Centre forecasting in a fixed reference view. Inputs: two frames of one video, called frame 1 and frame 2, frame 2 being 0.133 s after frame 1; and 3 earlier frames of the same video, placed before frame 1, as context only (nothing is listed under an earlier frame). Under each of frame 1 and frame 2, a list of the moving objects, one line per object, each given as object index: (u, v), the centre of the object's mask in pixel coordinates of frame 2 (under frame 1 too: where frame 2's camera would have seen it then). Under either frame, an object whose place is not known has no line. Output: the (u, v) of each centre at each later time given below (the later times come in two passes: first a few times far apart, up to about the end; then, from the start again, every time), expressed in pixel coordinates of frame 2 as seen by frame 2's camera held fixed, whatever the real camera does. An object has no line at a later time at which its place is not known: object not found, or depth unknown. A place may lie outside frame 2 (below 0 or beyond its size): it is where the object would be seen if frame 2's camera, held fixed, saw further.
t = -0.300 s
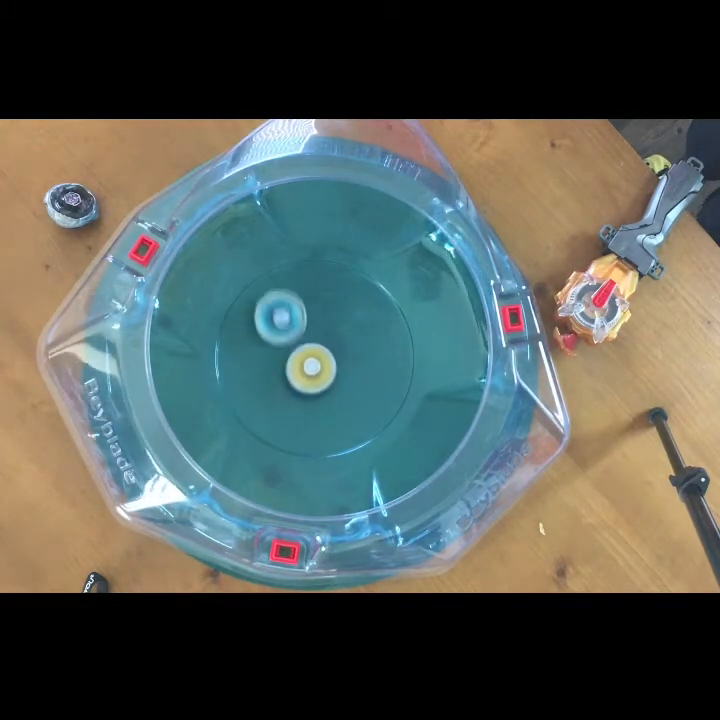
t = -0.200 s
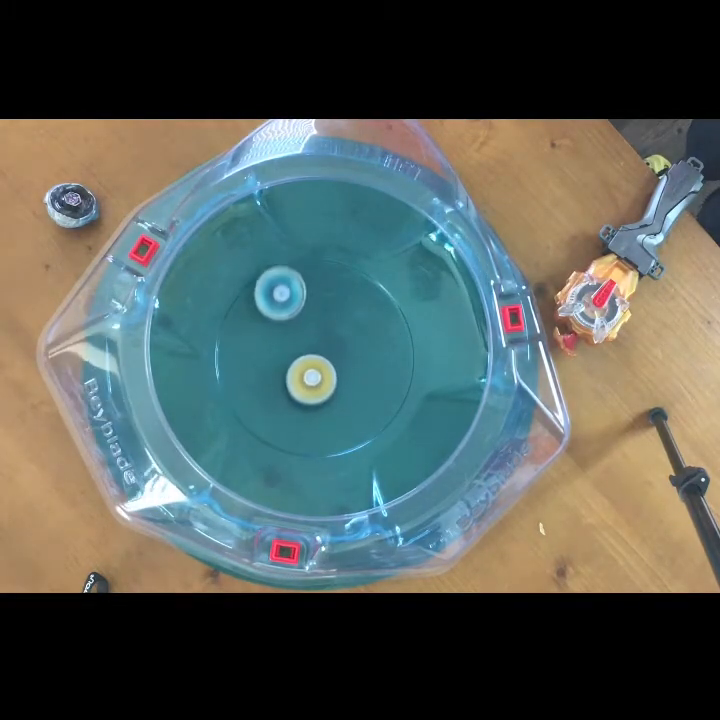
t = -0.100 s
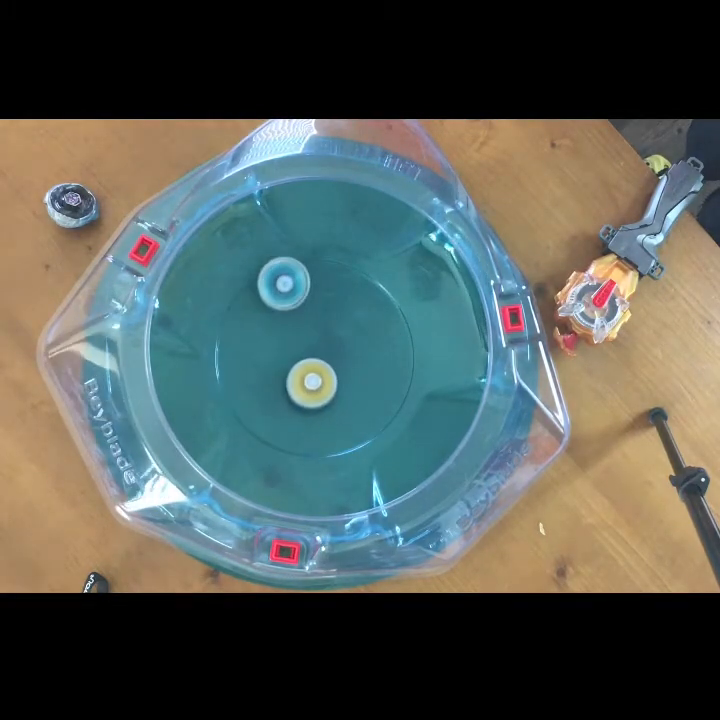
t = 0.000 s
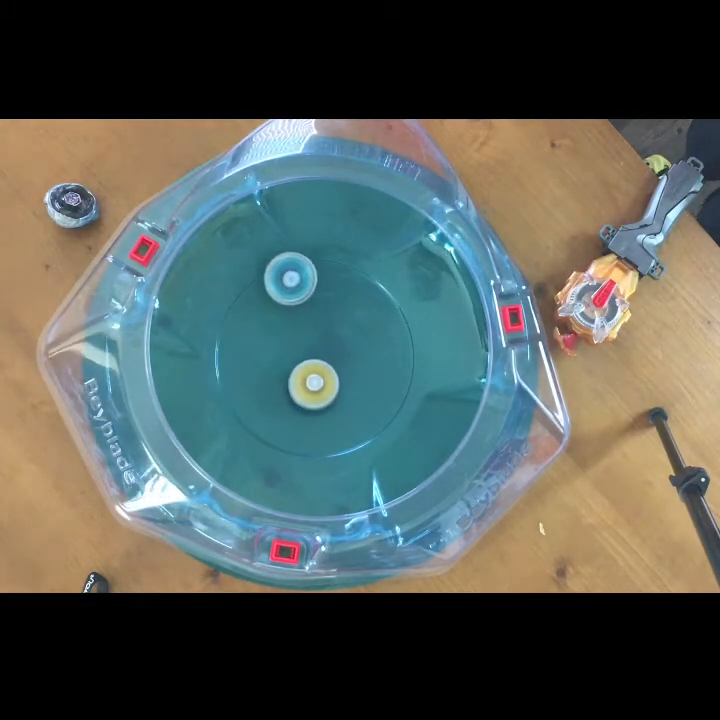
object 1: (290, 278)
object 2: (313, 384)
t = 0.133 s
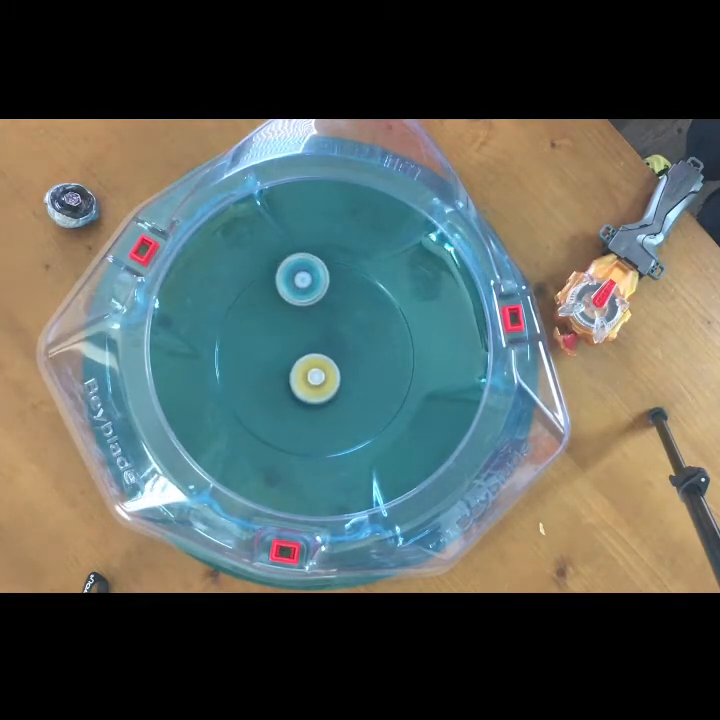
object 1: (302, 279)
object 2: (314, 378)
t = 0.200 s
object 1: (308, 283)
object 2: (313, 374)
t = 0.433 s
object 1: (334, 305)
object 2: (298, 362)
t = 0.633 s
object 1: (354, 329)
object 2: (292, 367)
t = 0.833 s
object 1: (366, 357)
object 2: (300, 365)
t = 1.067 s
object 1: (370, 388)
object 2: (303, 350)
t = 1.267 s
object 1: (360, 408)
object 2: (301, 346)
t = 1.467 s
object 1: (340, 417)
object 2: (303, 348)
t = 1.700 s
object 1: (310, 413)
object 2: (314, 347)
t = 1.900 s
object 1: (284, 401)
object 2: (319, 343)
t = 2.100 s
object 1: (265, 381)
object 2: (319, 345)
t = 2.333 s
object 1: (255, 353)
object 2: (327, 351)
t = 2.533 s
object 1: (259, 330)
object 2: (324, 352)
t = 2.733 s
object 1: (275, 313)
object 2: (326, 365)
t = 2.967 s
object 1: (302, 304)
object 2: (327, 359)
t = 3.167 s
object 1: (328, 307)
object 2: (315, 370)
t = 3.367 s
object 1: (350, 319)
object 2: (322, 377)
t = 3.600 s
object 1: (366, 342)
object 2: (316, 364)
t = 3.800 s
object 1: (367, 366)
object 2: (299, 370)
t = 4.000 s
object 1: (360, 390)
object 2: (309, 376)
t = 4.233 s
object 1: (346, 409)
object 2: (301, 354)
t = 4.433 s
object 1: (325, 413)
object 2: (288, 361)
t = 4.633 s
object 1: (309, 425)
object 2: (299, 354)
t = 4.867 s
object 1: (294, 406)
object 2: (296, 335)
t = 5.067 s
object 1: (278, 398)
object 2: (295, 332)
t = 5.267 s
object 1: (272, 389)
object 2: (303, 324)
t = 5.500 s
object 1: (275, 363)
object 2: (315, 331)
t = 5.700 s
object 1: (274, 352)
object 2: (337, 328)
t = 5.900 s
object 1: (287, 336)
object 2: (338, 328)
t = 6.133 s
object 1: (287, 332)
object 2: (347, 347)
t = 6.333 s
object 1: (304, 335)
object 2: (354, 368)
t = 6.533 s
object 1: (322, 336)
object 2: (358, 376)
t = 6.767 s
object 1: (323, 314)
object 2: (348, 391)
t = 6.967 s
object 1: (314, 313)
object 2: (331, 402)
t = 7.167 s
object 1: (308, 331)
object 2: (313, 404)
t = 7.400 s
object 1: (314, 350)
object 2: (289, 401)
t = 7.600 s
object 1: (326, 361)
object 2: (276, 394)
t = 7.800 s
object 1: (343, 362)
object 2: (268, 377)
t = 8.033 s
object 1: (342, 360)
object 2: (266, 352)
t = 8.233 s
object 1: (330, 360)
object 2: (271, 333)
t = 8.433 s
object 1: (315, 365)
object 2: (284, 321)
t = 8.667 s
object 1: (301, 371)
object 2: (308, 315)
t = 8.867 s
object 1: (296, 372)
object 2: (328, 316)
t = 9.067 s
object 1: (298, 368)
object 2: (341, 325)
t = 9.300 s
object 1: (291, 360)
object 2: (354, 346)
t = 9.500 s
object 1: (289, 358)
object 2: (360, 365)
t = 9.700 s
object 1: (296, 354)
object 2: (356, 379)
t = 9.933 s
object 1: (308, 346)
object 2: (338, 394)
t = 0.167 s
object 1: (305, 281)
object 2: (314, 376)
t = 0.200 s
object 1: (308, 283)
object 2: (313, 374)
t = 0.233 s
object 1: (312, 285)
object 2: (312, 371)
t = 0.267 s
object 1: (315, 288)
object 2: (310, 368)
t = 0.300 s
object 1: (319, 291)
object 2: (308, 366)
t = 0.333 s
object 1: (323, 294)
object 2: (306, 365)
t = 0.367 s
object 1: (326, 297)
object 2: (303, 363)
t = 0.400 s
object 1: (330, 301)
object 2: (301, 363)
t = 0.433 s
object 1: (334, 305)
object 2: (298, 362)
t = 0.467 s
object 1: (337, 308)
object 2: (296, 363)
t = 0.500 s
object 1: (341, 312)
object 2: (294, 363)
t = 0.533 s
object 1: (344, 317)
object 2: (293, 364)
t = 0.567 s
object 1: (348, 321)
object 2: (292, 365)
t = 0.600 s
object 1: (351, 325)
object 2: (291, 366)
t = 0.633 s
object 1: (354, 329)
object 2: (292, 367)
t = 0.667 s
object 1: (356, 334)
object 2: (292, 368)
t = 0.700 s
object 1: (359, 338)
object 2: (294, 368)
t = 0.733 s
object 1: (361, 343)
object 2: (295, 368)
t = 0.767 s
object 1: (363, 348)
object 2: (297, 368)
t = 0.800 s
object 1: (365, 353)
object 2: (299, 367)
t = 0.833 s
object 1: (366, 357)
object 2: (300, 365)
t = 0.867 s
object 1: (368, 362)
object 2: (301, 363)
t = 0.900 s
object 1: (369, 367)
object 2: (303, 361)
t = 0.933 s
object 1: (370, 371)
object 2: (303, 359)
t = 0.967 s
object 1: (370, 376)
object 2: (304, 357)
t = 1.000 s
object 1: (370, 380)
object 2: (304, 355)
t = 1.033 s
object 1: (370, 384)
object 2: (303, 352)
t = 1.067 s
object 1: (370, 388)
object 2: (303, 350)
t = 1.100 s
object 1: (369, 392)
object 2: (302, 349)
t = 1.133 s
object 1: (368, 396)
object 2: (302, 347)
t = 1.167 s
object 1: (367, 399)
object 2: (301, 346)
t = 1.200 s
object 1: (365, 403)
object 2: (301, 346)
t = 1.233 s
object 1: (363, 405)
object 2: (301, 346)
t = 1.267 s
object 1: (360, 408)
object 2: (301, 346)
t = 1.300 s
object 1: (358, 410)
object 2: (301, 346)
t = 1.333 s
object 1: (355, 412)
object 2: (301, 346)
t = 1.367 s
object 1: (351, 414)
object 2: (301, 346)
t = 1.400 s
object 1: (347, 415)
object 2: (301, 347)
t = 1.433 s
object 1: (344, 416)
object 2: (302, 347)
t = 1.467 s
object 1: (340, 417)
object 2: (303, 348)
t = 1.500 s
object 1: (336, 417)
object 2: (304, 348)
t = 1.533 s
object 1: (332, 417)
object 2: (306, 348)
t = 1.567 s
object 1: (328, 417)
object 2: (307, 349)
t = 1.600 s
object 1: (323, 416)
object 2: (309, 349)
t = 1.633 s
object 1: (319, 416)
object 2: (311, 348)
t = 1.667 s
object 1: (314, 415)
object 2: (312, 347)
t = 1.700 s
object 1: (310, 413)
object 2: (314, 347)
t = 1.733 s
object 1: (305, 412)
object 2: (315, 346)
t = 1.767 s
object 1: (301, 410)
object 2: (317, 345)
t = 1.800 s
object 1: (296, 409)
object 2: (318, 345)
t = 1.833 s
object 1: (292, 406)
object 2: (319, 344)
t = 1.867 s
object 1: (288, 404)
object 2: (319, 344)
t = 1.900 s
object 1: (284, 401)
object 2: (319, 343)
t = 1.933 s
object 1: (281, 399)
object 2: (319, 343)
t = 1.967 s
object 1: (277, 395)
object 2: (320, 343)
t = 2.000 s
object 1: (274, 392)
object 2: (320, 343)
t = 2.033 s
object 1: (271, 389)
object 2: (320, 344)
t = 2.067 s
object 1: (268, 385)
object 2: (319, 345)
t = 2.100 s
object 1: (265, 381)
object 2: (319, 345)
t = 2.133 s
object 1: (263, 377)
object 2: (320, 347)
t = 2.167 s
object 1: (261, 373)
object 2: (321, 348)
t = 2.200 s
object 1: (259, 369)
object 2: (322, 349)
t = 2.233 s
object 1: (258, 365)
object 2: (323, 350)
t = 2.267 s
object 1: (256, 361)
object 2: (324, 351)
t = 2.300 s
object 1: (255, 357)
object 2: (326, 351)
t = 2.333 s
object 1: (255, 353)
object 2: (327, 351)
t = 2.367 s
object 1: (255, 349)
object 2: (327, 351)
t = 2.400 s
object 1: (255, 345)
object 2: (327, 350)
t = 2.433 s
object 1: (255, 341)
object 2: (327, 350)
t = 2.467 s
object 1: (256, 337)
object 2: (326, 350)
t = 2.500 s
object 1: (257, 333)
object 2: (325, 351)
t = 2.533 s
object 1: (259, 330)
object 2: (324, 352)
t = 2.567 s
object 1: (261, 327)
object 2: (323, 354)
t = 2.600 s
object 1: (263, 324)
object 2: (323, 356)
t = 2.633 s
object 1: (266, 321)
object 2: (323, 359)
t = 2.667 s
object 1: (268, 318)
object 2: (324, 361)
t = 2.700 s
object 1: (271, 316)
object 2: (325, 363)
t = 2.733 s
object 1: (275, 313)
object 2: (326, 365)
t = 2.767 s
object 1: (278, 311)
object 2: (328, 365)
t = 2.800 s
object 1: (282, 310)
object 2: (330, 365)
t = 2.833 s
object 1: (286, 308)
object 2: (331, 364)
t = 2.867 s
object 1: (290, 307)
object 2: (331, 363)
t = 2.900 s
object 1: (294, 305)
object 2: (331, 361)
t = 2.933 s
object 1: (298, 304)
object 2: (330, 360)
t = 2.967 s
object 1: (302, 304)
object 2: (327, 359)
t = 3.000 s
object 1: (306, 303)
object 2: (325, 359)
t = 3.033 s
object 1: (311, 304)
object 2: (322, 360)
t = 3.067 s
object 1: (315, 304)
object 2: (320, 362)
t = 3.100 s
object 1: (319, 305)
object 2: (318, 364)
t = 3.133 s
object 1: (324, 305)
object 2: (316, 367)
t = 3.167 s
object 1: (328, 307)
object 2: (315, 370)
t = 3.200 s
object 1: (332, 308)
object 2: (315, 372)
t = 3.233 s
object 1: (336, 310)
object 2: (317, 374)
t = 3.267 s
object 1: (340, 312)
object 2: (318, 376)
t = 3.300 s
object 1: (343, 314)
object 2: (319, 377)
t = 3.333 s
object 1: (347, 316)
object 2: (321, 378)
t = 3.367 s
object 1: (350, 319)
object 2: (322, 377)
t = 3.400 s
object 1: (353, 321)
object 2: (323, 376)
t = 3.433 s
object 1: (356, 324)
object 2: (324, 375)
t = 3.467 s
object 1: (359, 328)
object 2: (324, 372)
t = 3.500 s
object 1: (361, 331)
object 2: (323, 370)
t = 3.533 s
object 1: (363, 334)
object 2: (322, 367)
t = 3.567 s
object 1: (365, 338)
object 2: (320, 365)
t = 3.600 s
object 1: (366, 342)
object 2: (316, 364)
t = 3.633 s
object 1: (367, 346)
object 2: (313, 363)
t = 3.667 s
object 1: (368, 350)
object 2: (309, 362)
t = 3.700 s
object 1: (368, 354)
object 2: (305, 363)
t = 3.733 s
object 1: (368, 358)
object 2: (302, 365)
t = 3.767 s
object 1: (368, 362)
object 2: (300, 368)
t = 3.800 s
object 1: (367, 366)
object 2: (299, 370)
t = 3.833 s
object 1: (367, 370)
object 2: (299, 373)
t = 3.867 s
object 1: (366, 374)
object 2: (300, 375)
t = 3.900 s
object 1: (365, 378)
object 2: (302, 377)
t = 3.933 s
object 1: (363, 382)
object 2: (304, 378)
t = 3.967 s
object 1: (362, 386)
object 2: (306, 377)
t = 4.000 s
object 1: (360, 390)
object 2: (309, 376)
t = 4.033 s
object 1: (359, 394)
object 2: (310, 373)
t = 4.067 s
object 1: (358, 398)
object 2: (311, 370)
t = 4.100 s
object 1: (356, 401)
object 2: (311, 366)
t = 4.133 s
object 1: (354, 403)
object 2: (310, 362)
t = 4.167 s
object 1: (351, 406)
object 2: (307, 359)
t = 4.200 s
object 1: (349, 408)
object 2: (304, 356)
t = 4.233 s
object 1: (346, 409)
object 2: (301, 354)
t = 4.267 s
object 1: (343, 411)
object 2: (298, 353)
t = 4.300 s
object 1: (339, 412)
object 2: (294, 353)
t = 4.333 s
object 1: (336, 413)
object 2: (291, 354)
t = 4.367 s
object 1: (332, 413)
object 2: (289, 355)
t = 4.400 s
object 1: (328, 413)
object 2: (288, 358)
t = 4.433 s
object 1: (325, 413)
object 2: (288, 361)
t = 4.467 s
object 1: (321, 412)
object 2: (290, 364)
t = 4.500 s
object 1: (317, 412)
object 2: (292, 366)
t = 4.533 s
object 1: (315, 419)
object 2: (294, 363)
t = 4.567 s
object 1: (314, 423)
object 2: (296, 361)
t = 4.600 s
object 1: (311, 425)
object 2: (298, 358)
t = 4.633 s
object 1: (309, 425)
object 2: (299, 354)
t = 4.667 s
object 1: (307, 423)
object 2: (300, 351)
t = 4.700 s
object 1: (305, 422)
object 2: (300, 347)
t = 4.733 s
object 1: (303, 419)
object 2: (300, 344)
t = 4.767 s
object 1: (301, 416)
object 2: (300, 341)
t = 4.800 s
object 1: (299, 413)
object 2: (299, 339)
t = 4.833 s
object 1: (297, 409)
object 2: (298, 337)
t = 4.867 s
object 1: (294, 406)
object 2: (296, 335)
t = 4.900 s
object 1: (292, 402)
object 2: (295, 335)
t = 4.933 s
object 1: (290, 398)
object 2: (293, 335)
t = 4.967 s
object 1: (288, 393)
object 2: (292, 336)
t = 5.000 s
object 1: (286, 389)
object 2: (292, 337)
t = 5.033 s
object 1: (282, 394)
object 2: (294, 334)
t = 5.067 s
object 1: (278, 398)
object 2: (295, 332)
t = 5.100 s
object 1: (275, 400)
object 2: (297, 330)
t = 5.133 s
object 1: (274, 399)
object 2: (298, 328)
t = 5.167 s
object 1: (273, 397)
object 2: (299, 326)
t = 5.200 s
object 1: (272, 395)
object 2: (300, 325)
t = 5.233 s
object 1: (272, 392)
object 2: (302, 324)
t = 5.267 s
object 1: (272, 389)
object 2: (303, 324)
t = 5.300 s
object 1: (272, 385)
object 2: (304, 324)
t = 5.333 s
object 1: (273, 382)
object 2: (305, 324)
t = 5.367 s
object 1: (273, 378)
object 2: (306, 325)
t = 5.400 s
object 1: (273, 375)
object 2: (308, 326)
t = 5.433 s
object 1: (274, 371)
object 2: (310, 328)
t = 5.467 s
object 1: (275, 367)
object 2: (312, 330)
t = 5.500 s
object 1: (275, 363)
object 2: (315, 331)
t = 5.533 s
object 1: (271, 362)
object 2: (320, 331)
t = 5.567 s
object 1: (270, 361)
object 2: (324, 332)
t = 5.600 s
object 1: (269, 359)
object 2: (328, 331)
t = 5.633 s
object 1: (270, 357)
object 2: (332, 330)
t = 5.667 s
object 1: (272, 354)
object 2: (335, 329)
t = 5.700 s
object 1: (274, 352)
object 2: (337, 328)
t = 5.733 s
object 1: (276, 349)
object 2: (338, 326)
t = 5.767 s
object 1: (279, 346)
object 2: (339, 326)
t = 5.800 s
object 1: (281, 344)
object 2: (339, 325)
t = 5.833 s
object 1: (284, 341)
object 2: (339, 325)
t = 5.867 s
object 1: (287, 338)
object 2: (338, 326)
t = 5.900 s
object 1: (287, 336)
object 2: (338, 328)
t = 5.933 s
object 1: (283, 335)
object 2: (340, 330)
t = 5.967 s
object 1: (281, 333)
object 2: (342, 332)
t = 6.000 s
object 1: (281, 332)
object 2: (343, 335)
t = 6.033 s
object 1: (282, 332)
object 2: (344, 338)
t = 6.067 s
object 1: (283, 332)
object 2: (345, 341)
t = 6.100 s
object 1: (285, 332)
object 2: (346, 344)
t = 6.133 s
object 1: (287, 332)
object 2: (347, 347)
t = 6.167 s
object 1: (289, 332)
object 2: (348, 351)
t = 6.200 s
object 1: (292, 333)
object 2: (349, 354)
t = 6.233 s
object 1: (294, 333)
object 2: (350, 358)
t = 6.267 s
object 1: (297, 333)
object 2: (352, 362)
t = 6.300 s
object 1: (300, 334)
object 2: (353, 365)
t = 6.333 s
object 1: (304, 335)
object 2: (354, 368)
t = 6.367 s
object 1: (307, 336)
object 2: (356, 370)
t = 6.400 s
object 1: (310, 336)
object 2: (357, 372)
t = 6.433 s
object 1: (314, 337)
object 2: (358, 373)
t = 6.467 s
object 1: (317, 338)
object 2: (358, 374)
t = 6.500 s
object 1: (321, 338)
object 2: (358, 375)
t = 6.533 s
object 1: (322, 336)
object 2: (358, 376)
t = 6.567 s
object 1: (323, 335)
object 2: (358, 378)
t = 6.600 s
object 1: (325, 335)
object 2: (357, 379)
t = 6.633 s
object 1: (328, 335)
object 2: (355, 380)
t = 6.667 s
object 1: (329, 335)
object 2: (354, 382)
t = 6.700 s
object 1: (329, 327)
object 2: (353, 386)
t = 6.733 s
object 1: (327, 320)
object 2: (350, 388)
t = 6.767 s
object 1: (323, 314)
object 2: (348, 391)
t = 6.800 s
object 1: (321, 311)
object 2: (345, 393)
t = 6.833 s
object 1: (320, 309)
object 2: (343, 396)
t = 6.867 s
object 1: (318, 309)
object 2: (340, 398)
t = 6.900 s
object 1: (317, 310)
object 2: (338, 400)
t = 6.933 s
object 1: (315, 311)
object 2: (335, 401)
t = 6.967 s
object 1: (314, 313)
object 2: (331, 402)
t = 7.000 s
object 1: (313, 315)
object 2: (328, 403)
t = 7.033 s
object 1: (312, 318)
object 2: (326, 404)
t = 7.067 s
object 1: (310, 321)
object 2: (322, 404)
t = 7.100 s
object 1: (309, 324)
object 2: (320, 405)
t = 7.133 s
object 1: (308, 328)
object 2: (317, 405)
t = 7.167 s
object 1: (308, 331)
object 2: (313, 404)
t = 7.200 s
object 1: (307, 335)
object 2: (310, 403)
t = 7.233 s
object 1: (308, 339)
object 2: (306, 402)
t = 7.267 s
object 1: (308, 342)
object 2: (302, 402)
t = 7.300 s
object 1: (309, 346)
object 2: (298, 401)
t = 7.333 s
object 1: (310, 349)
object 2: (295, 401)
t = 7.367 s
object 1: (312, 350)
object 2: (292, 401)
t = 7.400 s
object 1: (314, 350)
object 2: (289, 401)
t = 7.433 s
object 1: (315, 352)
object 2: (286, 401)
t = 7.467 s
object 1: (317, 354)
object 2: (284, 400)
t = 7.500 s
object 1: (318, 357)
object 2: (282, 399)
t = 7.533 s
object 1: (319, 359)
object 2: (280, 397)
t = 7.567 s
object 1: (320, 361)
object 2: (279, 396)
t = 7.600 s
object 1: (326, 361)
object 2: (276, 394)
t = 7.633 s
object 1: (331, 361)
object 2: (274, 392)
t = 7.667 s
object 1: (335, 362)
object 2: (273, 389)
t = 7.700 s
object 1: (337, 362)
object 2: (272, 386)
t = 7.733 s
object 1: (340, 362)
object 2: (270, 383)
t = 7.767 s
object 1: (342, 362)
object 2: (269, 380)
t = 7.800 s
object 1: (343, 362)
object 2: (268, 377)
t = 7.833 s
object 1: (344, 362)
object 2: (267, 373)
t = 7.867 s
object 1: (345, 362)
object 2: (267, 370)
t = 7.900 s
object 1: (345, 361)
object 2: (266, 367)
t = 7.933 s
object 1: (345, 361)
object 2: (265, 363)
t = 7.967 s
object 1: (344, 360)
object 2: (265, 360)
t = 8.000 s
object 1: (343, 360)
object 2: (265, 356)
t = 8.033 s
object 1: (342, 360)
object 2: (266, 352)
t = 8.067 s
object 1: (340, 359)
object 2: (267, 349)
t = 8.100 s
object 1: (338, 359)
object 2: (267, 345)
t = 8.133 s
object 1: (336, 359)
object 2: (268, 342)
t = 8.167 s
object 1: (335, 359)
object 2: (269, 339)
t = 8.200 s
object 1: (333, 359)
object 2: (270, 336)
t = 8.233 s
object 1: (330, 360)
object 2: (271, 333)
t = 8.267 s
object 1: (328, 360)
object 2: (273, 330)
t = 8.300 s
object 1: (326, 361)
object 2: (274, 328)
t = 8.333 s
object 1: (323, 362)
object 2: (276, 326)
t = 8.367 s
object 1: (321, 363)
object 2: (279, 324)
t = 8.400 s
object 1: (318, 364)
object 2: (281, 322)
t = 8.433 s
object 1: (315, 365)
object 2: (284, 321)
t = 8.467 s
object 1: (313, 366)
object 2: (287, 319)
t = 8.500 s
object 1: (310, 367)
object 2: (290, 318)
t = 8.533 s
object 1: (308, 368)
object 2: (294, 317)
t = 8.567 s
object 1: (306, 369)
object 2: (297, 317)
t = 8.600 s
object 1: (304, 370)
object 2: (300, 316)
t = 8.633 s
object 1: (302, 371)
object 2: (304, 316)
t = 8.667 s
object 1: (301, 371)
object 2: (308, 315)
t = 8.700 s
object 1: (299, 372)
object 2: (311, 315)
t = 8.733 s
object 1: (298, 372)
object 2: (315, 315)
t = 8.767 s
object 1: (297, 372)
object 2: (318, 315)
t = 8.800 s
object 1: (296, 372)
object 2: (322, 315)
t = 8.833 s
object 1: (296, 372)
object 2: (325, 316)
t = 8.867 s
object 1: (296, 372)
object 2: (328, 316)
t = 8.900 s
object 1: (296, 372)
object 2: (331, 317)
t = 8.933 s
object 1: (296, 371)
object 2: (334, 318)
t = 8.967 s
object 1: (296, 370)
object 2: (336, 319)
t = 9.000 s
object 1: (297, 370)
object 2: (338, 321)
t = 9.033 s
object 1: (297, 369)
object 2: (340, 322)
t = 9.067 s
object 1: (298, 368)
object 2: (341, 325)
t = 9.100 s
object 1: (298, 367)
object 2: (343, 327)
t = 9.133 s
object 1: (299, 365)
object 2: (344, 330)
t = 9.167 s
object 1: (300, 364)
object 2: (346, 333)
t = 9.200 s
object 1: (301, 362)
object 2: (347, 337)
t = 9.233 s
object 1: (298, 361)
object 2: (349, 340)
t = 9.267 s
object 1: (294, 361)
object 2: (352, 342)
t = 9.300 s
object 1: (291, 360)
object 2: (354, 346)
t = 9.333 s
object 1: (289, 359)
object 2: (355, 349)
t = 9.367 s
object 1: (288, 359)
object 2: (357, 352)
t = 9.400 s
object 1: (288, 358)
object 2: (358, 356)
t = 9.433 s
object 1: (288, 358)
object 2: (359, 359)
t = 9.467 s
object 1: (289, 358)
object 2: (360, 362)
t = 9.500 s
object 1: (289, 358)
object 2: (360, 365)
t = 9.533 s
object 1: (290, 357)
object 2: (361, 367)
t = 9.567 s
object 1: (291, 357)
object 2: (360, 370)
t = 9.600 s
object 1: (293, 357)
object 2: (360, 372)
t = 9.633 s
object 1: (294, 356)
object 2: (359, 375)
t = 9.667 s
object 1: (295, 355)
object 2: (358, 377)
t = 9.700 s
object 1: (296, 354)
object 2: (356, 379)
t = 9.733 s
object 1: (297, 353)
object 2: (354, 381)
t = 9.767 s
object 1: (299, 351)
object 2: (352, 383)
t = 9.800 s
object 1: (301, 350)
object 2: (350, 386)
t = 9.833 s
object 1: (302, 349)
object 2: (347, 388)
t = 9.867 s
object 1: (304, 348)
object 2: (344, 390)
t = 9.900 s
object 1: (306, 347)
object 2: (341, 392)
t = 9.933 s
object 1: (308, 346)
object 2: (338, 394)
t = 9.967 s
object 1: (310, 346)
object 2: (334, 395)
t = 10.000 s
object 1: (312, 345)
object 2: (331, 396)
